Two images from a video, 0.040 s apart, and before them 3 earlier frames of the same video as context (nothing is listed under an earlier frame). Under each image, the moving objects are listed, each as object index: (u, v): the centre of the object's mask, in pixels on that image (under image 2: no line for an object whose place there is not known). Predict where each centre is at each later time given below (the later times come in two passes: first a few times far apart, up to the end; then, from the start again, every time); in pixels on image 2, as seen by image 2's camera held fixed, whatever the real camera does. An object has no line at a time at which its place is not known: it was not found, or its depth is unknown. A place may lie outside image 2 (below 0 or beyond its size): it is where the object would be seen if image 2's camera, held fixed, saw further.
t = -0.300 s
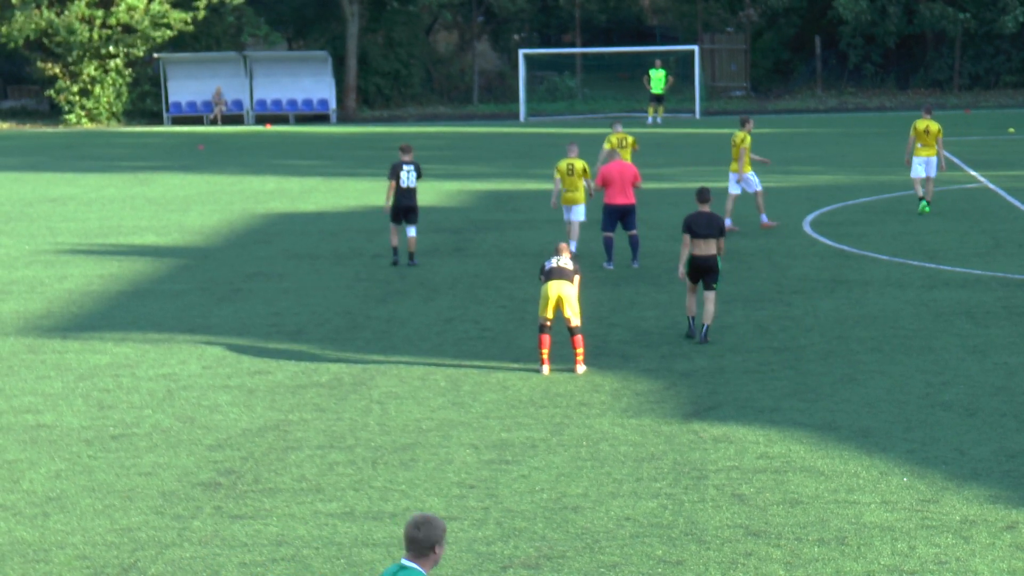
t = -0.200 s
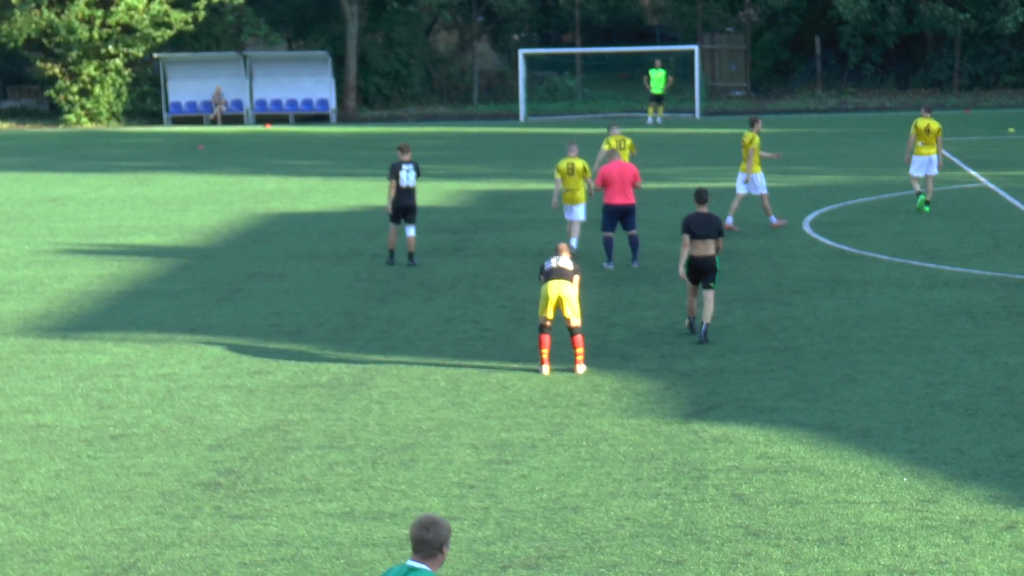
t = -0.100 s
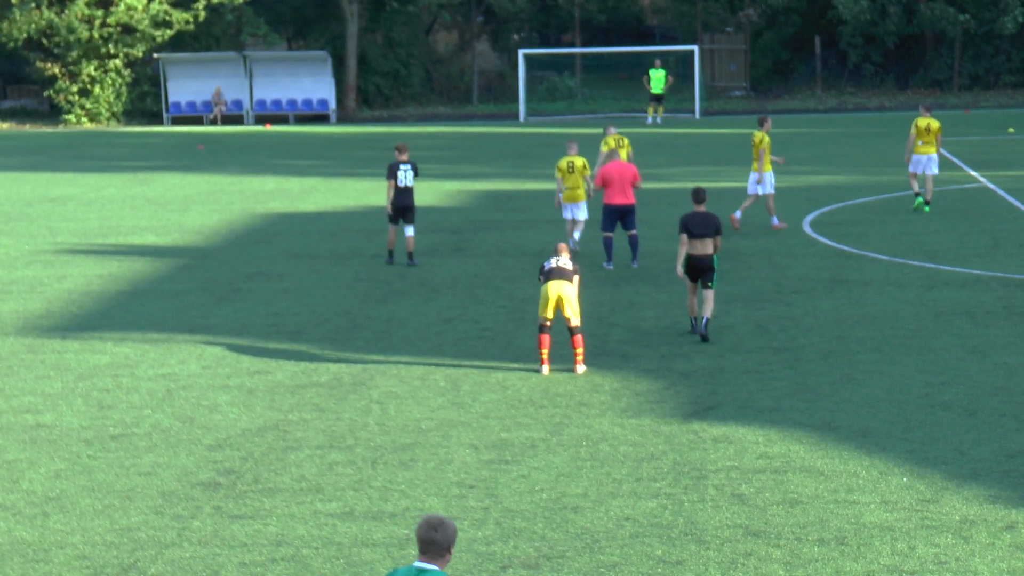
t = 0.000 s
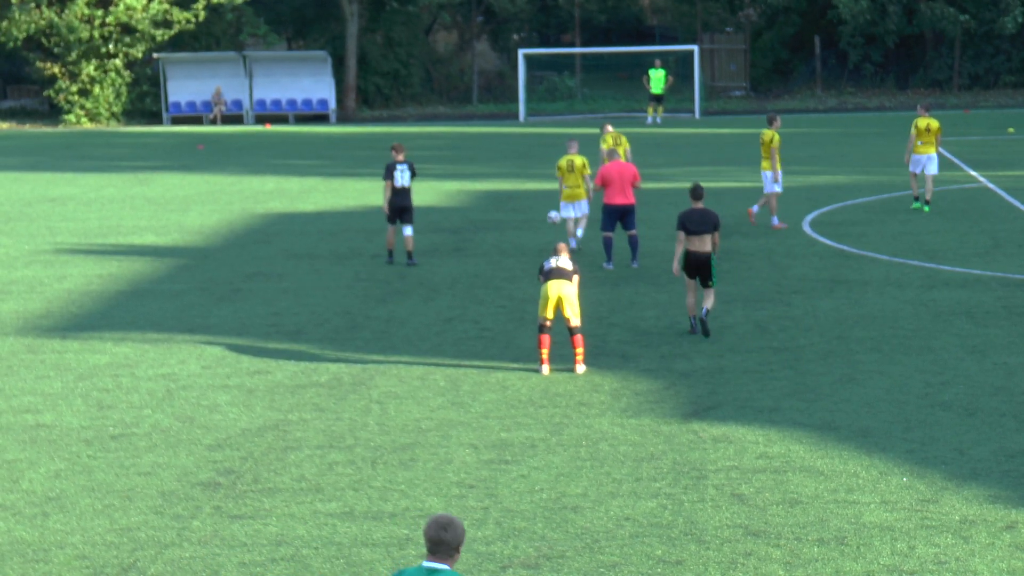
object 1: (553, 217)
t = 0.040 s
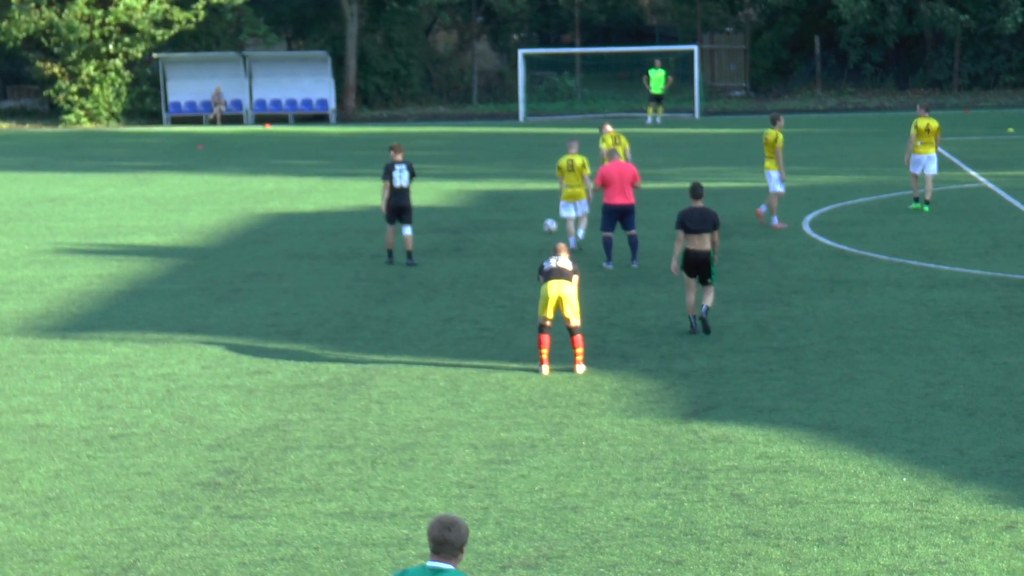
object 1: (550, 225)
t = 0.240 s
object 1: (539, 209)
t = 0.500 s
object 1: (526, 222)
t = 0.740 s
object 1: (510, 224)
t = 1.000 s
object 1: (492, 230)
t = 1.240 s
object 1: (476, 235)
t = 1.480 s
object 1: (462, 238)
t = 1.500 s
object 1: (461, 238)
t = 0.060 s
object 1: (548, 226)
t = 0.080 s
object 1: (548, 223)
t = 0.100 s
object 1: (546, 221)
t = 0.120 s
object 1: (545, 218)
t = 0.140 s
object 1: (544, 216)
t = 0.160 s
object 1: (544, 215)
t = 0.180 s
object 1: (542, 213)
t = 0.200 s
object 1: (541, 211)
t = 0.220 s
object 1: (540, 211)
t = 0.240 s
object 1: (539, 209)
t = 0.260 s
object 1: (538, 209)
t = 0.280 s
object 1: (537, 209)
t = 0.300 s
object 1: (535, 209)
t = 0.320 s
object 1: (535, 209)
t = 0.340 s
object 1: (534, 209)
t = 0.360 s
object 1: (533, 210)
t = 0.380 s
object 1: (532, 211)
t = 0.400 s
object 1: (531, 212)
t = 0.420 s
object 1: (530, 213)
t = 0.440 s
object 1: (529, 215)
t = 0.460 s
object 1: (528, 217)
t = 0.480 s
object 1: (526, 219)
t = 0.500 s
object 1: (526, 222)
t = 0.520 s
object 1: (525, 224)
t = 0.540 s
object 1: (524, 227)
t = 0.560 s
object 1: (523, 230)
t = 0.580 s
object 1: (521, 230)
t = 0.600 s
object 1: (520, 228)
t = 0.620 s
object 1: (518, 226)
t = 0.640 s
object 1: (517, 226)
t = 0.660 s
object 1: (516, 225)
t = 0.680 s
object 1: (514, 224)
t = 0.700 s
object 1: (513, 224)
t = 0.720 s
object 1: (511, 224)
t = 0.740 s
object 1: (510, 224)
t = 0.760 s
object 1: (508, 225)
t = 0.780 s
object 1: (507, 226)
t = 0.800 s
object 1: (506, 226)
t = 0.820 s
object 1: (504, 228)
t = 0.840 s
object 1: (503, 229)
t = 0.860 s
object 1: (502, 231)
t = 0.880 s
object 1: (500, 233)
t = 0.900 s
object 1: (499, 233)
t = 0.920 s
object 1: (498, 232)
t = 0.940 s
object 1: (497, 232)
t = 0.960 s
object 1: (495, 231)
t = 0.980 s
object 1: (494, 230)
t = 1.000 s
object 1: (492, 230)
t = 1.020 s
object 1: (491, 230)
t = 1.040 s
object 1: (490, 231)
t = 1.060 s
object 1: (488, 231)
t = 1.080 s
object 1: (487, 232)
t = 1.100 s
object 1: (485, 234)
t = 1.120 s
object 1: (484, 235)
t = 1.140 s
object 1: (483, 235)
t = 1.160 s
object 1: (482, 234)
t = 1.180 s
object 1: (480, 234)
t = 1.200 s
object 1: (479, 234)
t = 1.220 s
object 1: (478, 235)
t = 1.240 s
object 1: (476, 235)
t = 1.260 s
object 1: (475, 236)
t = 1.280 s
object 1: (474, 236)
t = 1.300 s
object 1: (473, 236)
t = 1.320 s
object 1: (472, 236)
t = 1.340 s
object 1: (470, 236)
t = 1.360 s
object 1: (469, 236)
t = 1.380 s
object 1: (468, 237)
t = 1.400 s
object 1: (467, 238)
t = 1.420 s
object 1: (466, 237)
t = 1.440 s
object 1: (464, 237)
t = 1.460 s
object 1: (463, 238)
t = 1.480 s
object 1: (462, 238)
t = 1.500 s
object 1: (461, 238)
